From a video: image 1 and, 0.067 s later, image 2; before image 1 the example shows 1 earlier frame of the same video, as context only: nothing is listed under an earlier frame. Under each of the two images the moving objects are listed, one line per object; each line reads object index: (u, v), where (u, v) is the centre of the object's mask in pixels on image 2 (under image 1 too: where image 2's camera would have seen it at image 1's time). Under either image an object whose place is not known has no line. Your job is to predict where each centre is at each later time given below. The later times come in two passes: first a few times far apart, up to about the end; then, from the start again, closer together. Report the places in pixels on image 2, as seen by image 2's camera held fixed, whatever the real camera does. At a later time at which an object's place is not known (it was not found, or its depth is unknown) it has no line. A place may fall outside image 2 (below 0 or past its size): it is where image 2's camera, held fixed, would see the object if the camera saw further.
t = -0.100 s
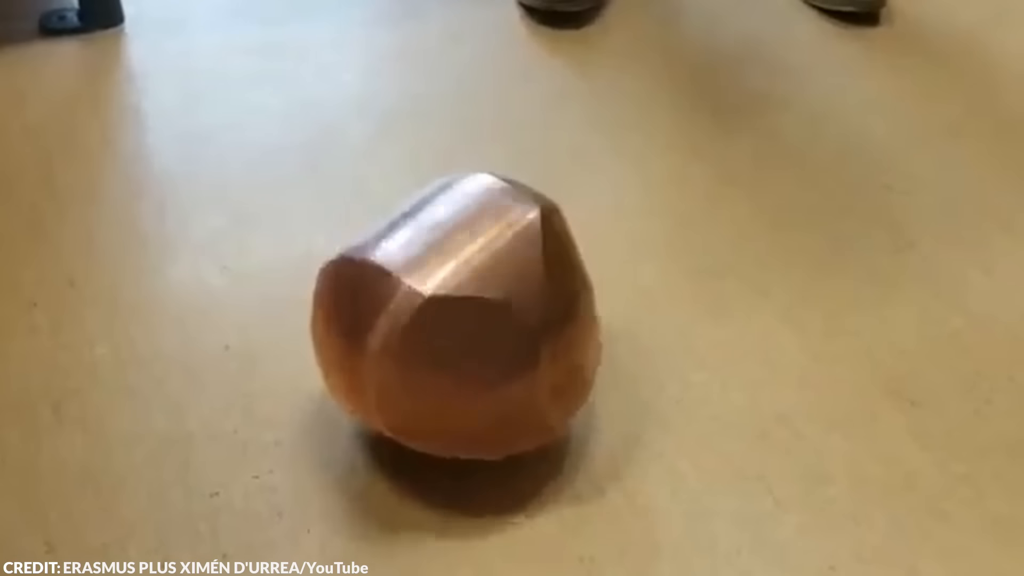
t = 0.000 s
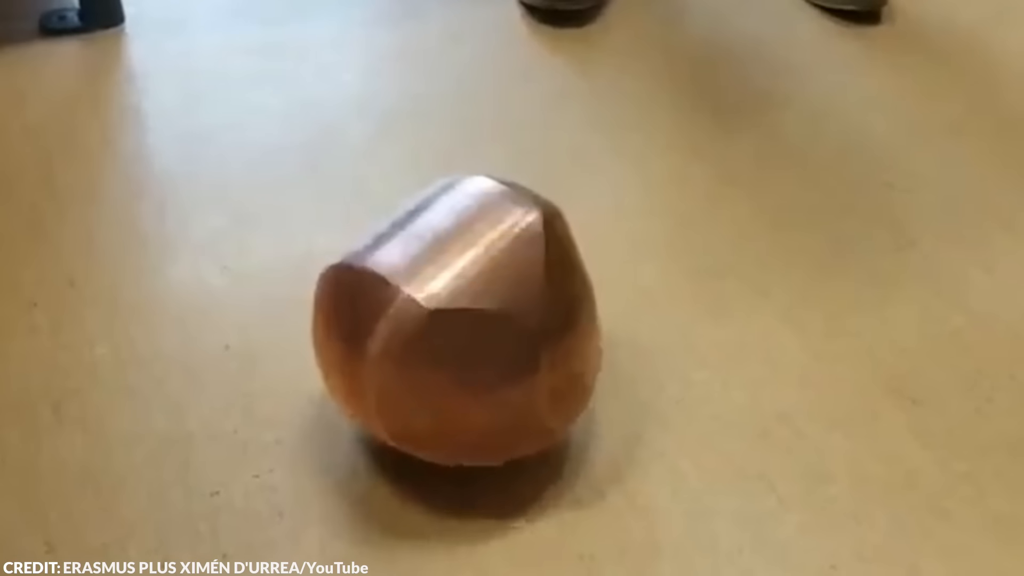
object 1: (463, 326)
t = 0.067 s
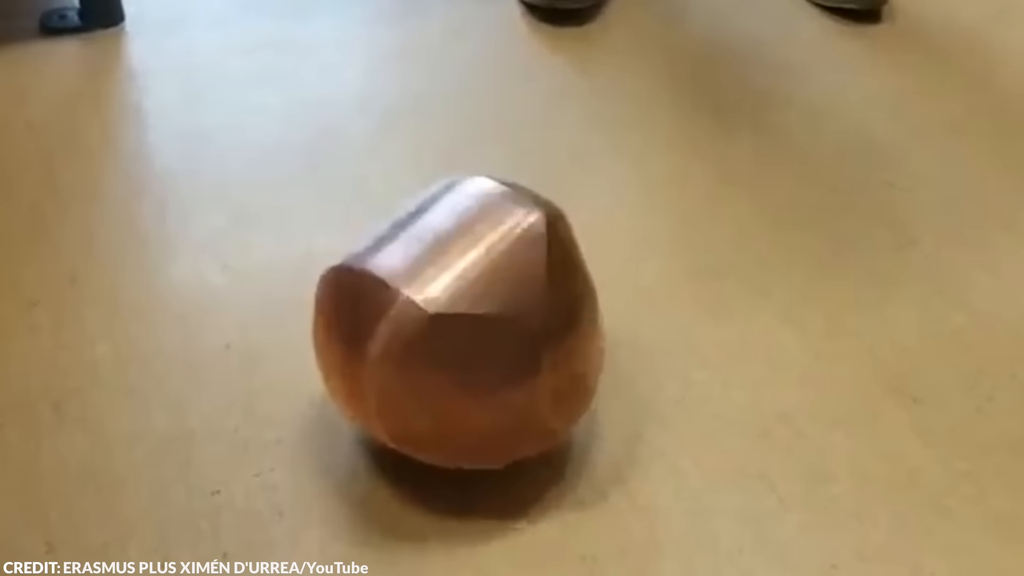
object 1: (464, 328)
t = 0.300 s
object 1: (461, 325)
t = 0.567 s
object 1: (474, 314)
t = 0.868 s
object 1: (472, 309)
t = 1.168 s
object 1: (470, 308)
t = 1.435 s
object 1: (464, 310)
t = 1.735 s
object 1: (461, 305)
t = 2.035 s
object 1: (451, 296)
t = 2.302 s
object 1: (433, 280)
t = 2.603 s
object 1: (404, 267)
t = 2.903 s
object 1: (361, 247)
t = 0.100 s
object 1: (464, 328)
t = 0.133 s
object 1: (464, 328)
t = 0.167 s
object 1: (464, 328)
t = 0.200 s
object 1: (462, 328)
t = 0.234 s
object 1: (462, 327)
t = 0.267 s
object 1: (461, 326)
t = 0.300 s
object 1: (461, 325)
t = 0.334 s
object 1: (462, 325)
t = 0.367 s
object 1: (464, 324)
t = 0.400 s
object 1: (465, 324)
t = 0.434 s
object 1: (466, 322)
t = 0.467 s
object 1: (468, 321)
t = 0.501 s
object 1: (470, 319)
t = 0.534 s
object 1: (471, 317)
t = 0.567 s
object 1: (474, 314)
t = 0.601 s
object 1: (476, 310)
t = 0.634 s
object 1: (477, 307)
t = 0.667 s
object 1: (478, 304)
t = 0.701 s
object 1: (477, 303)
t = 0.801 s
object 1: (475, 304)
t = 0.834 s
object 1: (474, 307)
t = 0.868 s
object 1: (472, 309)
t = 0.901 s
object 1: (470, 311)
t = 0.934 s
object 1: (467, 314)
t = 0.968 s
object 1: (466, 315)
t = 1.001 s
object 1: (465, 315)
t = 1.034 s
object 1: (465, 315)
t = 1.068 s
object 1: (465, 314)
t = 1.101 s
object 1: (467, 313)
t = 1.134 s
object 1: (468, 311)
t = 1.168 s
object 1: (470, 308)
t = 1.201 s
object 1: (472, 305)
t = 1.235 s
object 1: (471, 304)
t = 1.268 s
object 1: (471, 304)
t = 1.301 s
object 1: (470, 304)
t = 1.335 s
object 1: (469, 306)
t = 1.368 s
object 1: (466, 308)
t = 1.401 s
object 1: (464, 309)
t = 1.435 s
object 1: (464, 310)
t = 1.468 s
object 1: (464, 310)
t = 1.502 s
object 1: (465, 309)
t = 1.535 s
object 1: (466, 307)
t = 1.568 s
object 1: (467, 305)
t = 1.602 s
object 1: (467, 304)
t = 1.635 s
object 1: (467, 304)
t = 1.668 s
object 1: (464, 305)
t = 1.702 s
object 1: (462, 305)
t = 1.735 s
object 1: (461, 305)
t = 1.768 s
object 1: (461, 304)
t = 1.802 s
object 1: (462, 302)
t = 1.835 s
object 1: (461, 300)
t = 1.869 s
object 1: (459, 300)
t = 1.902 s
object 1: (456, 300)
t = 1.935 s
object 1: (455, 299)
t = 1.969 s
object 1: (455, 297)
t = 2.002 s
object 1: (453, 296)
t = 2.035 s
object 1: (451, 296)
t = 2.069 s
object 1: (450, 294)
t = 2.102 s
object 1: (448, 292)
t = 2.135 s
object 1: (446, 290)
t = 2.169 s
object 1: (443, 289)
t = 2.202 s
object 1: (441, 287)
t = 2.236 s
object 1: (438, 285)
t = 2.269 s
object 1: (435, 282)
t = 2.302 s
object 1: (433, 280)
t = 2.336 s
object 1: (431, 278)
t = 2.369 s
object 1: (428, 276)
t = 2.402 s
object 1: (425, 273)
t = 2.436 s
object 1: (421, 271)
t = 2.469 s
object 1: (418, 267)
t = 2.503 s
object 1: (413, 264)
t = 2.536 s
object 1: (409, 260)
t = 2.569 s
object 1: (406, 260)
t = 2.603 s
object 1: (404, 267)
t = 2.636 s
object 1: (398, 264)
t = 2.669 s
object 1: (394, 262)
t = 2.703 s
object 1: (389, 260)
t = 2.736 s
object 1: (385, 257)
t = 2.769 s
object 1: (380, 254)
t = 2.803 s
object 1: (376, 252)
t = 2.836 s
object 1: (371, 249)
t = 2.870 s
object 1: (366, 248)
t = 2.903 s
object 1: (361, 247)
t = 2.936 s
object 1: (356, 243)
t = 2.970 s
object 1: (352, 240)
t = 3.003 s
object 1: (347, 238)
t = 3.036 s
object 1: (343, 235)
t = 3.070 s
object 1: (339, 233)
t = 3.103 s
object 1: (335, 229)
